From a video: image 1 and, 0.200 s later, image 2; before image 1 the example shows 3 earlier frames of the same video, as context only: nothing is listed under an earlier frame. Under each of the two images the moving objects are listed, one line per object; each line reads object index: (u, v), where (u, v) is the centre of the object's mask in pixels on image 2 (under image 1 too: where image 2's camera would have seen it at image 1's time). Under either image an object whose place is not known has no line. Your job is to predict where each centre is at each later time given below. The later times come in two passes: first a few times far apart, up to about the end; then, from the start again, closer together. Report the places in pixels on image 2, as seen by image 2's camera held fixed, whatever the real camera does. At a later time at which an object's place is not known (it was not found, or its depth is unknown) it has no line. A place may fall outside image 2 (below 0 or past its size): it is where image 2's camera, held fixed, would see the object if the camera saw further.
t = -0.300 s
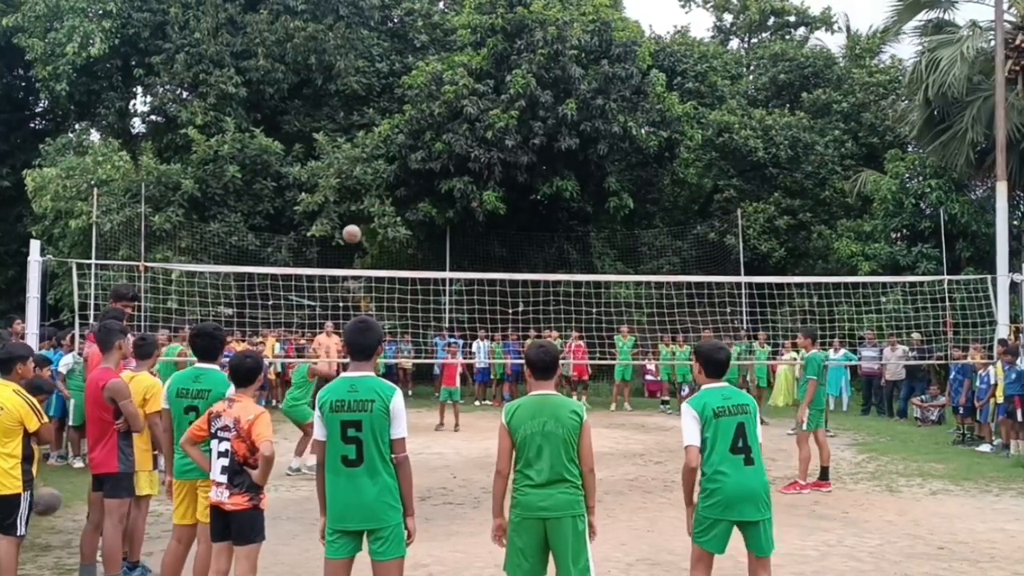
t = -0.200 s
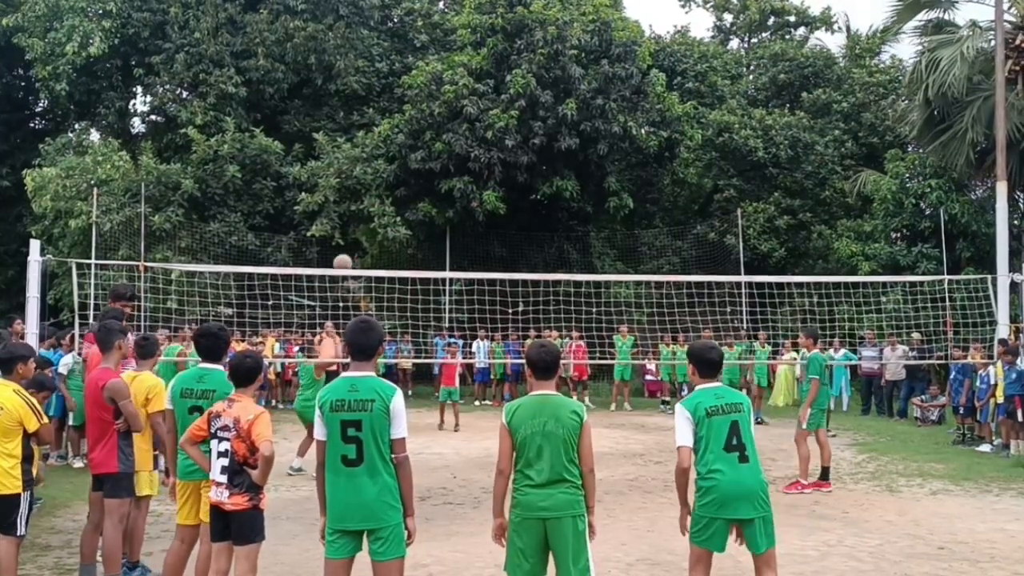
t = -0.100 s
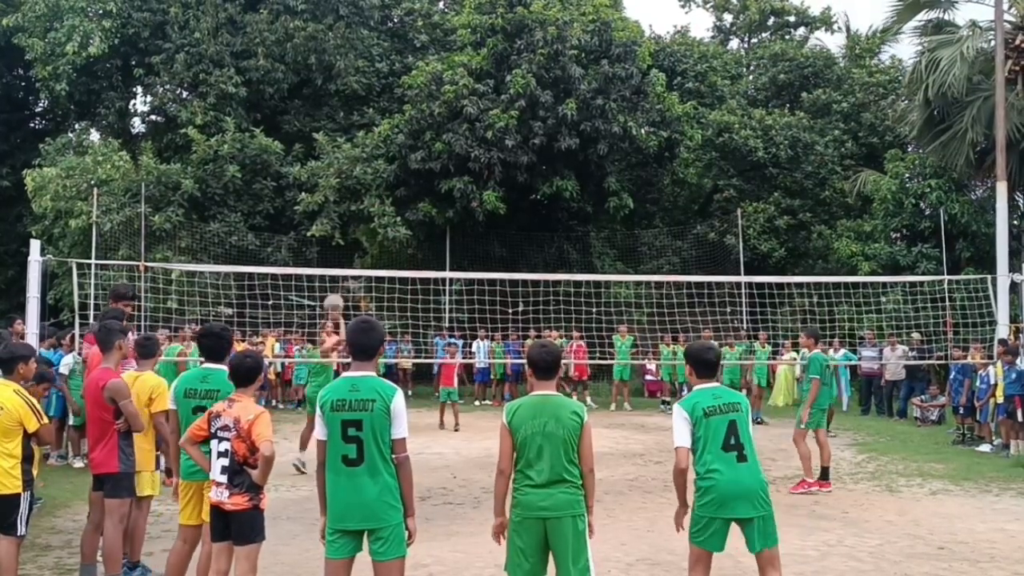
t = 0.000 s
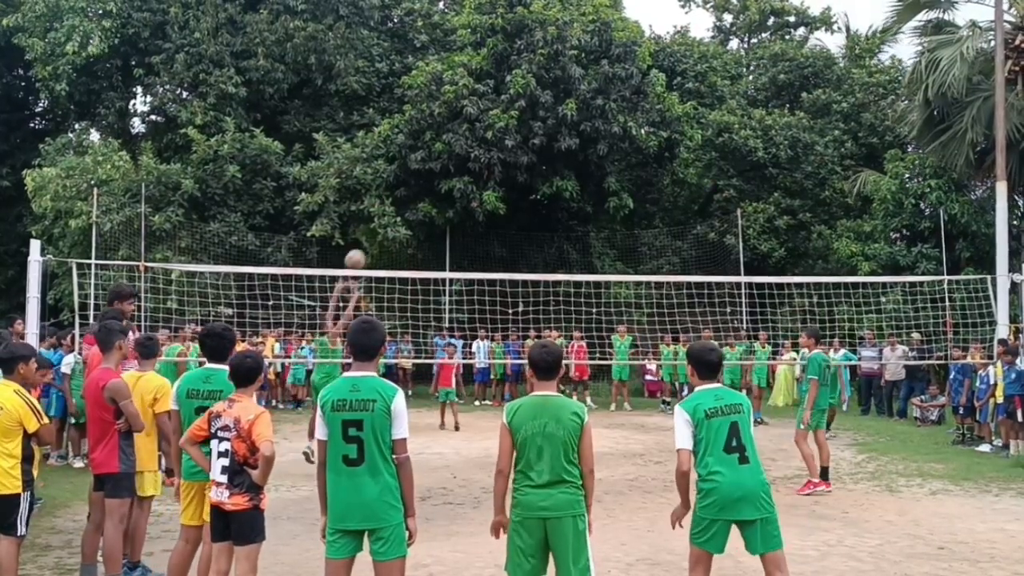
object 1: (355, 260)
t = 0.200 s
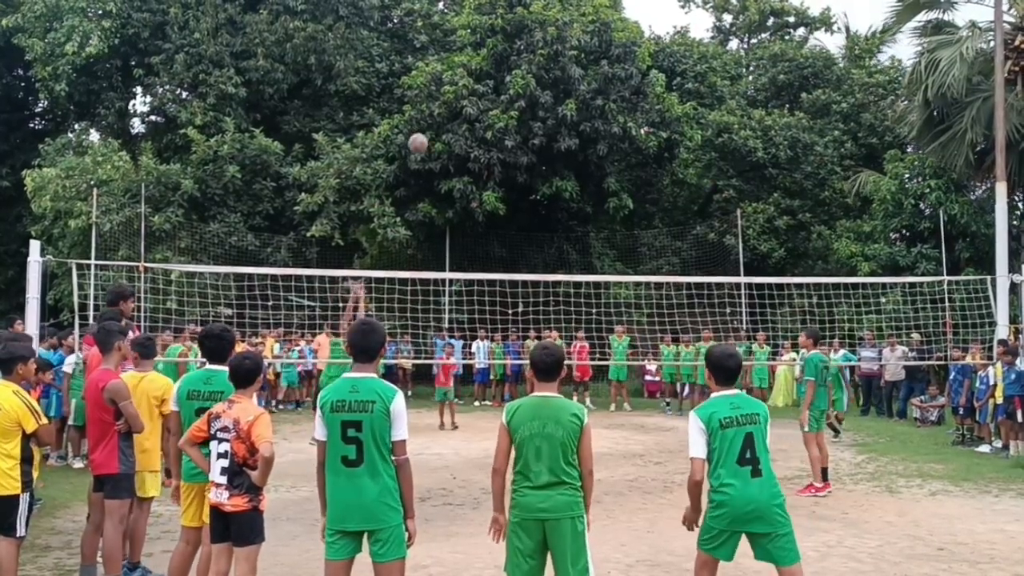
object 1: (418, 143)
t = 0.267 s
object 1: (438, 113)
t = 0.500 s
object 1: (507, 41)
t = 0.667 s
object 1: (553, 18)
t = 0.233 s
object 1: (428, 128)
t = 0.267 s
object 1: (438, 113)
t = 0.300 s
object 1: (448, 99)
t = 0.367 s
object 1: (468, 76)
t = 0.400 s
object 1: (477, 66)
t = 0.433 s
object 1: (488, 56)
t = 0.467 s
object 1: (497, 48)
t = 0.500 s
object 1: (507, 41)
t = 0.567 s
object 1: (525, 29)
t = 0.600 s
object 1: (535, 24)
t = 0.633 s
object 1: (544, 21)
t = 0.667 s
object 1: (553, 18)
